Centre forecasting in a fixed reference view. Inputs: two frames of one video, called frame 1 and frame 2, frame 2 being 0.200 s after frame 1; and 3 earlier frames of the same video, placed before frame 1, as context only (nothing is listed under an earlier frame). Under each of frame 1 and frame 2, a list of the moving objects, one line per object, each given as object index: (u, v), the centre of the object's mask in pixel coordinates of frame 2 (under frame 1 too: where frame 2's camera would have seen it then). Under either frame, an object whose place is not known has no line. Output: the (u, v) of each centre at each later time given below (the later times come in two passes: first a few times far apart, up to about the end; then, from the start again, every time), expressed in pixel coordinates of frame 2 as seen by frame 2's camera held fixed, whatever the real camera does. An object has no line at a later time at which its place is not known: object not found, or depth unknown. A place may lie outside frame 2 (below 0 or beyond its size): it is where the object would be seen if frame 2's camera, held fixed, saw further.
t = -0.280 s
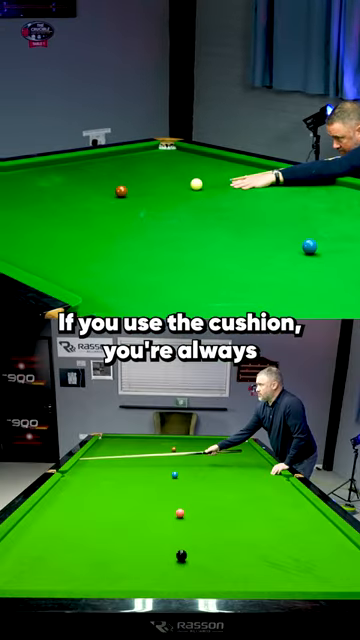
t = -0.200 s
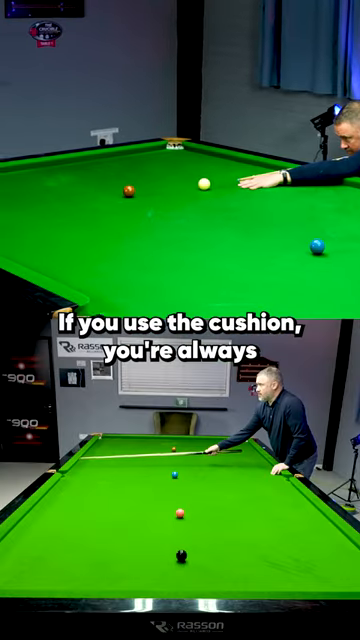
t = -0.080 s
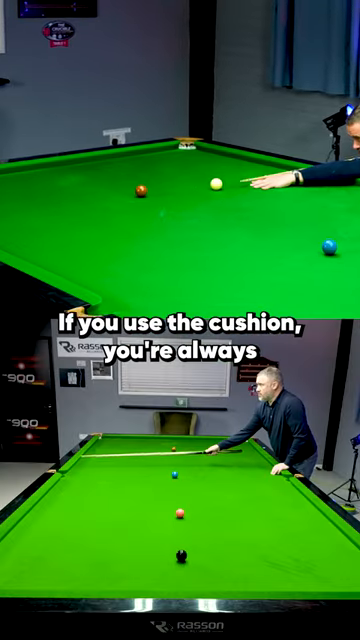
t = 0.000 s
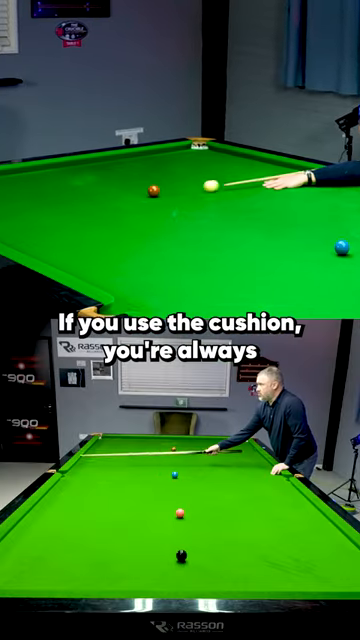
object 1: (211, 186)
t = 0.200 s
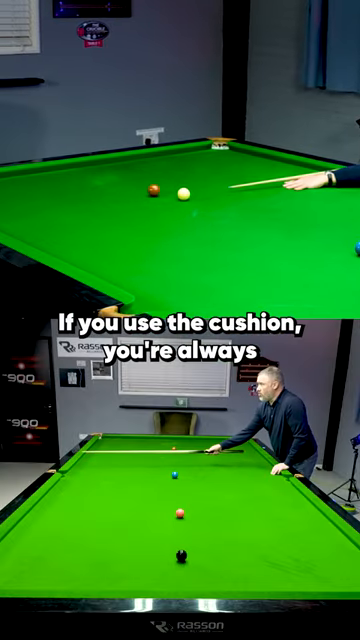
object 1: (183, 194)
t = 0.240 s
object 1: (185, 195)
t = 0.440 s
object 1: (198, 203)
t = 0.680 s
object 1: (216, 214)
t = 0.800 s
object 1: (224, 220)
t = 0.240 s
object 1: (185, 195)
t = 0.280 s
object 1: (188, 197)
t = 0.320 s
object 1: (190, 198)
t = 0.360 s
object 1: (193, 200)
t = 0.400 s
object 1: (196, 201)
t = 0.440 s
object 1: (198, 203)
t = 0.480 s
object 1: (201, 205)
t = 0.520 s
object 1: (204, 207)
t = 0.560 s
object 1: (207, 208)
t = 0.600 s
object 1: (210, 210)
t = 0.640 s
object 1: (212, 212)
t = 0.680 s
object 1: (216, 214)
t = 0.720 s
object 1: (218, 216)
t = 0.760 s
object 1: (221, 218)
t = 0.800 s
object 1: (224, 220)
